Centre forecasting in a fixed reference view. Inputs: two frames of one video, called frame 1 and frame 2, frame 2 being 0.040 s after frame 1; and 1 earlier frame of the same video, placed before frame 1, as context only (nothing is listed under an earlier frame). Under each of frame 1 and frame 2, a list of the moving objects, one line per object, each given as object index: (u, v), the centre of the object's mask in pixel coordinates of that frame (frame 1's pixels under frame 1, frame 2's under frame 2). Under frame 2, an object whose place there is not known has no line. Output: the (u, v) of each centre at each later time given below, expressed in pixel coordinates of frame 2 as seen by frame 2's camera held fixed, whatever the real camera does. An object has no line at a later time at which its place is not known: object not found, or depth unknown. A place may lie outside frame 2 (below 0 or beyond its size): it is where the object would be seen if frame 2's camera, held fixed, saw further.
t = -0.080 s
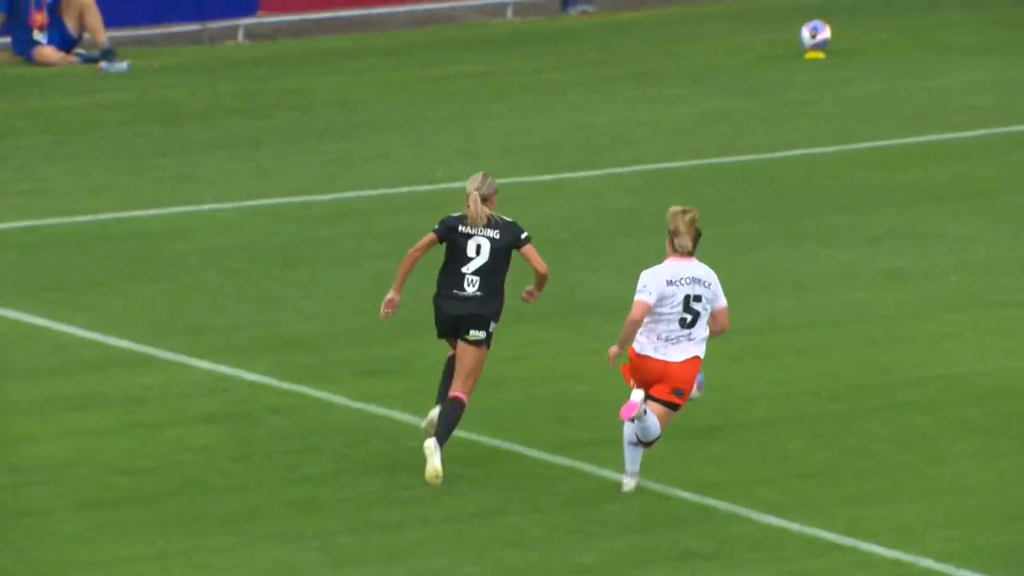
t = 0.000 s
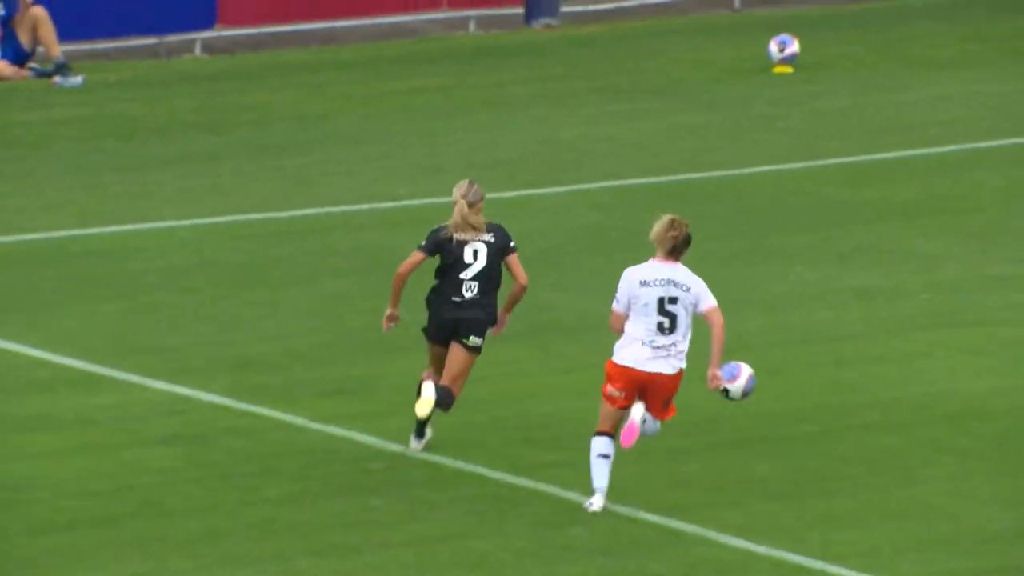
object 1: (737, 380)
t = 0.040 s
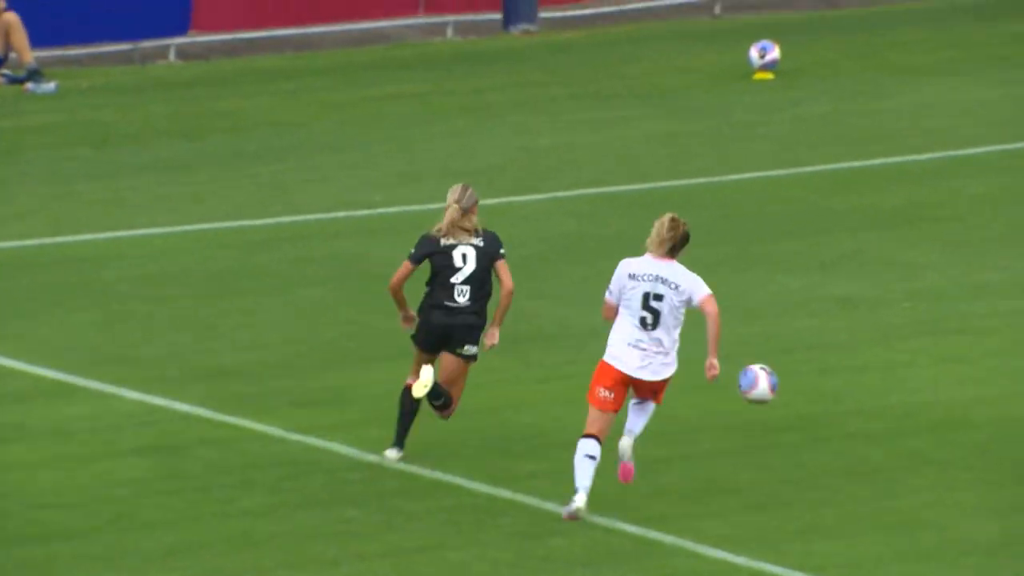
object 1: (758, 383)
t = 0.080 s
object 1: (797, 379)
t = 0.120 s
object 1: (818, 379)
